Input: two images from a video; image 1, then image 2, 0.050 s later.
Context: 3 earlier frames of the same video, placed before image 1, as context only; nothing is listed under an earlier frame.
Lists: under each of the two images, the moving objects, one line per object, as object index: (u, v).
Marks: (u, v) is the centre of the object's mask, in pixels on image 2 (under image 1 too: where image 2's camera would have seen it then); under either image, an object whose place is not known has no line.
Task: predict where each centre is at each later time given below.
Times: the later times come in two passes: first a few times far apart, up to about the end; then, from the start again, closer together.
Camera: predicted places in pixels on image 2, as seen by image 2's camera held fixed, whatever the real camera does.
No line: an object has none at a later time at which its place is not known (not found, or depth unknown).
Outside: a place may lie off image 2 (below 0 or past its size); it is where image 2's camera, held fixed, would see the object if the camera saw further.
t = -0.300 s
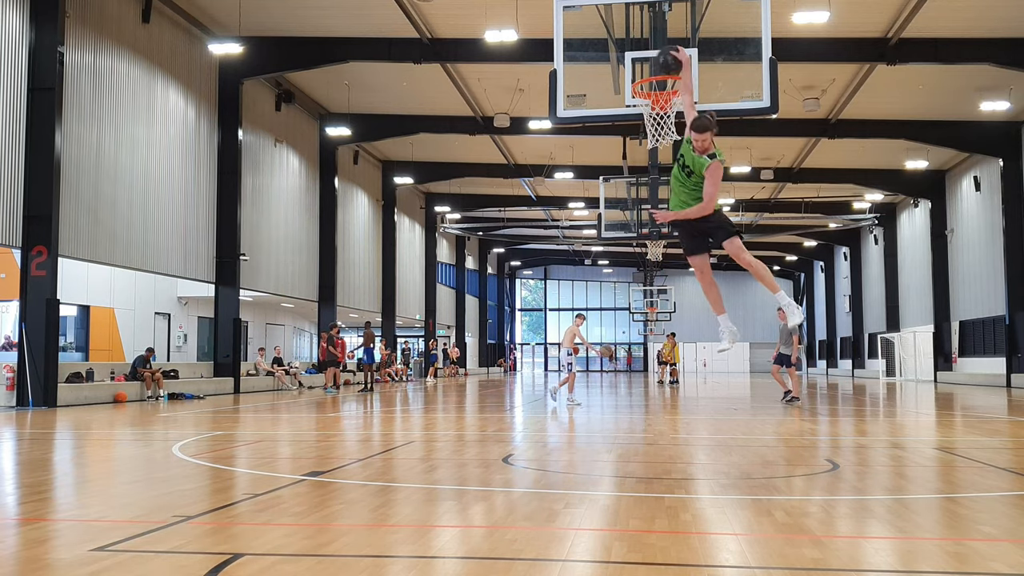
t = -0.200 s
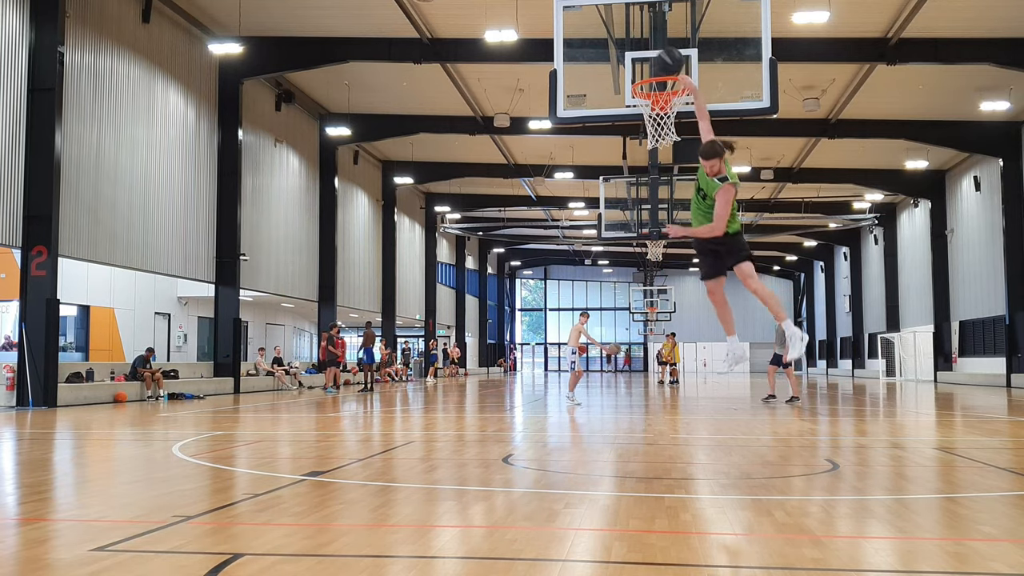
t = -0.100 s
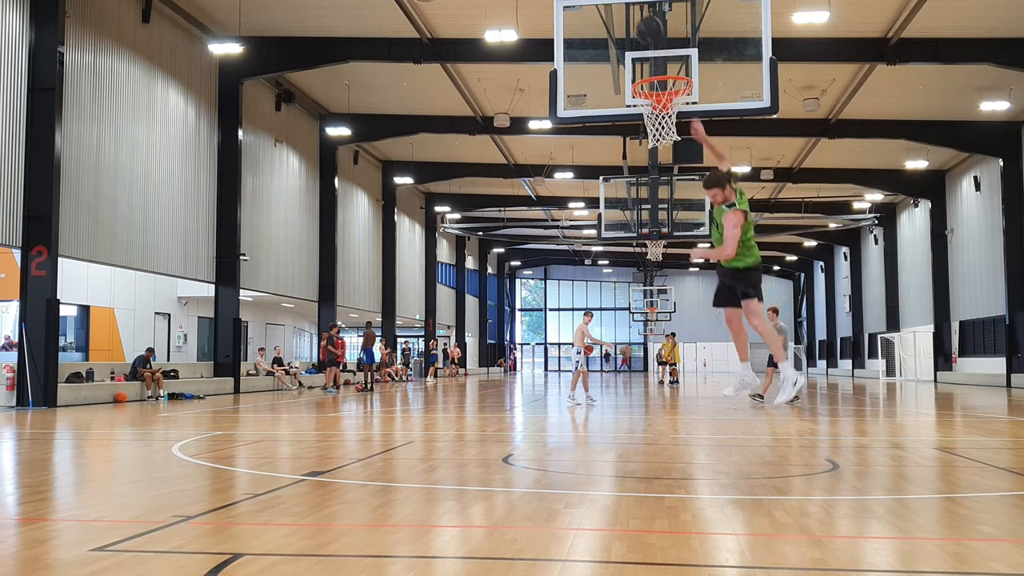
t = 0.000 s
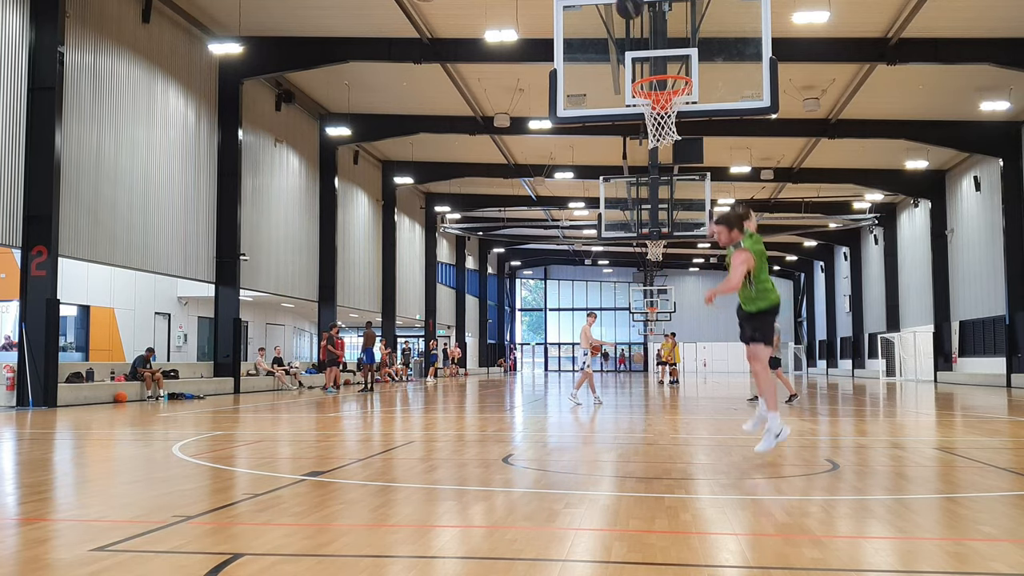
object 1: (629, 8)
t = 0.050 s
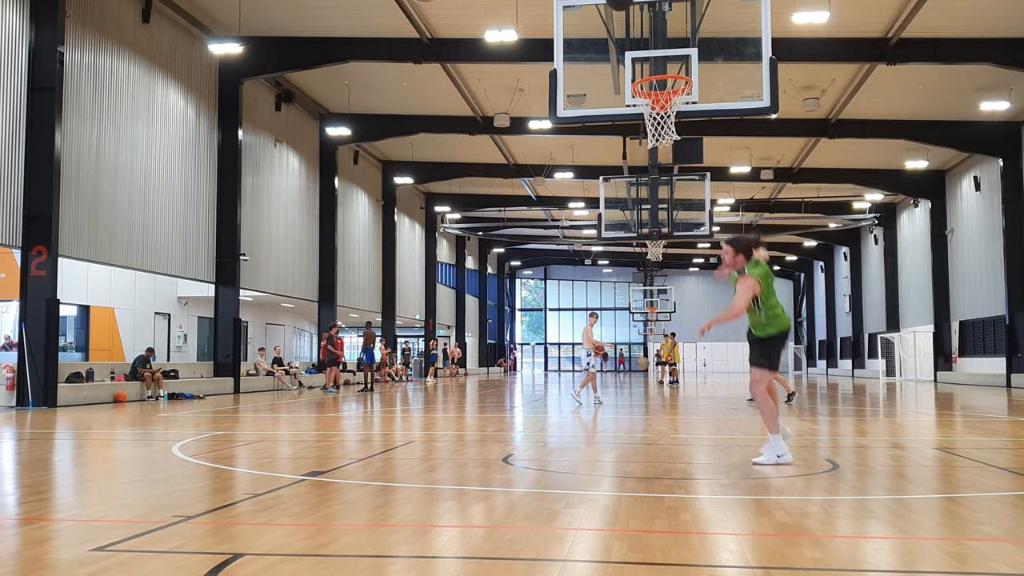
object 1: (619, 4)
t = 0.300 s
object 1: (567, 5)
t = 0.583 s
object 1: (503, 91)
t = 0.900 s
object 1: (426, 332)
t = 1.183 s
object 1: (374, 324)
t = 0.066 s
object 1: (615, 3)
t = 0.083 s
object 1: (612, 3)
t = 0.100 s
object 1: (608, 2)
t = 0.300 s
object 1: (567, 5)
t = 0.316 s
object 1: (563, 6)
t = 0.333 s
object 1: (560, 7)
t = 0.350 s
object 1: (556, 9)
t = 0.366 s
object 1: (552, 11)
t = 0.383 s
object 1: (549, 13)
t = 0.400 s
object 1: (545, 17)
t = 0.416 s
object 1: (541, 22)
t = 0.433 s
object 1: (537, 28)
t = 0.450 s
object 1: (533, 33)
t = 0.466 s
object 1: (530, 40)
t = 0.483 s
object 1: (527, 46)
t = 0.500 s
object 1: (523, 52)
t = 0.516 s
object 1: (519, 58)
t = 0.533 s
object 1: (515, 65)
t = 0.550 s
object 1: (511, 73)
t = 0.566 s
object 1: (507, 82)
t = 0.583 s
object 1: (503, 91)
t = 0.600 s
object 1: (499, 100)
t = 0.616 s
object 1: (494, 110)
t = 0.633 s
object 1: (491, 120)
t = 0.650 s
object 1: (486, 130)
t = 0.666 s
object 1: (483, 139)
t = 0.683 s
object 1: (479, 151)
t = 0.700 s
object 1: (475, 163)
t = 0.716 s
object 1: (471, 175)
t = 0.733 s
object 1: (467, 186)
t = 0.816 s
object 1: (447, 253)
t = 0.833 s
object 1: (441, 269)
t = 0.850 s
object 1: (437, 284)
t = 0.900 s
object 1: (426, 332)
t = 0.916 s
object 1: (421, 352)
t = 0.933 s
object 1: (417, 368)
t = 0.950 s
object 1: (412, 388)
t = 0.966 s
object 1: (407, 407)
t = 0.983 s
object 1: (402, 427)
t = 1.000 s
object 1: (397, 447)
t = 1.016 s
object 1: (394, 464)
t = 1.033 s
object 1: (391, 449)
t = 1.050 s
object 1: (389, 433)
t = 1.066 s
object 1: (388, 418)
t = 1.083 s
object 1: (385, 404)
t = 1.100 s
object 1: (383, 389)
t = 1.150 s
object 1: (378, 351)
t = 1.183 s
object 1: (374, 324)
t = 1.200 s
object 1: (372, 313)
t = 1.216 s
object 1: (369, 302)
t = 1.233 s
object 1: (367, 292)
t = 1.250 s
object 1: (365, 281)
